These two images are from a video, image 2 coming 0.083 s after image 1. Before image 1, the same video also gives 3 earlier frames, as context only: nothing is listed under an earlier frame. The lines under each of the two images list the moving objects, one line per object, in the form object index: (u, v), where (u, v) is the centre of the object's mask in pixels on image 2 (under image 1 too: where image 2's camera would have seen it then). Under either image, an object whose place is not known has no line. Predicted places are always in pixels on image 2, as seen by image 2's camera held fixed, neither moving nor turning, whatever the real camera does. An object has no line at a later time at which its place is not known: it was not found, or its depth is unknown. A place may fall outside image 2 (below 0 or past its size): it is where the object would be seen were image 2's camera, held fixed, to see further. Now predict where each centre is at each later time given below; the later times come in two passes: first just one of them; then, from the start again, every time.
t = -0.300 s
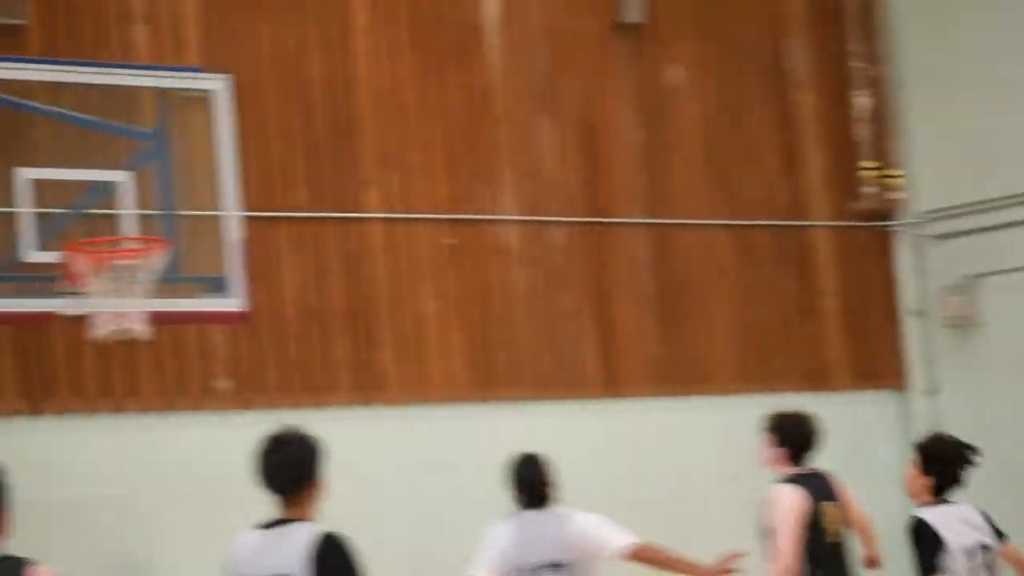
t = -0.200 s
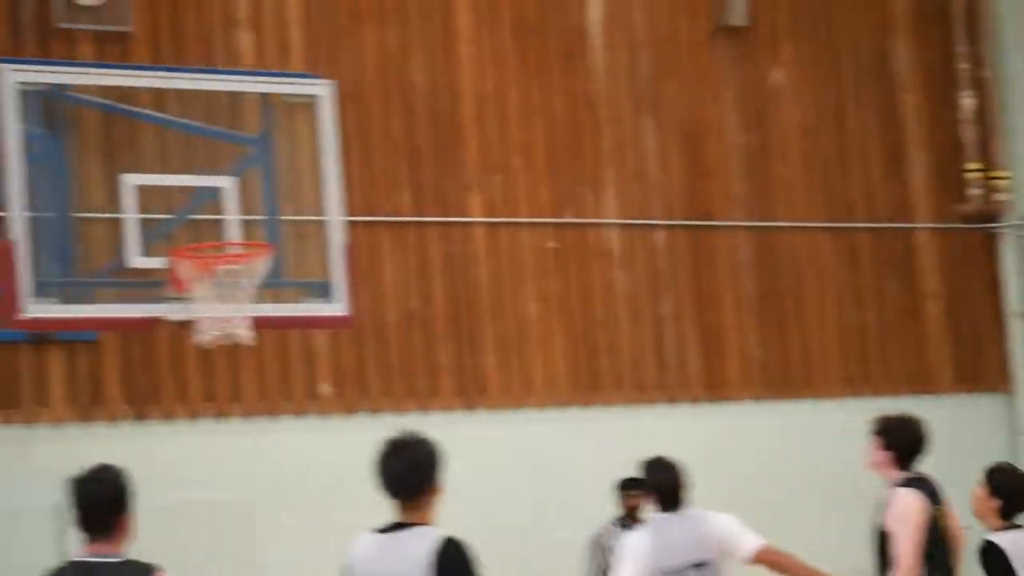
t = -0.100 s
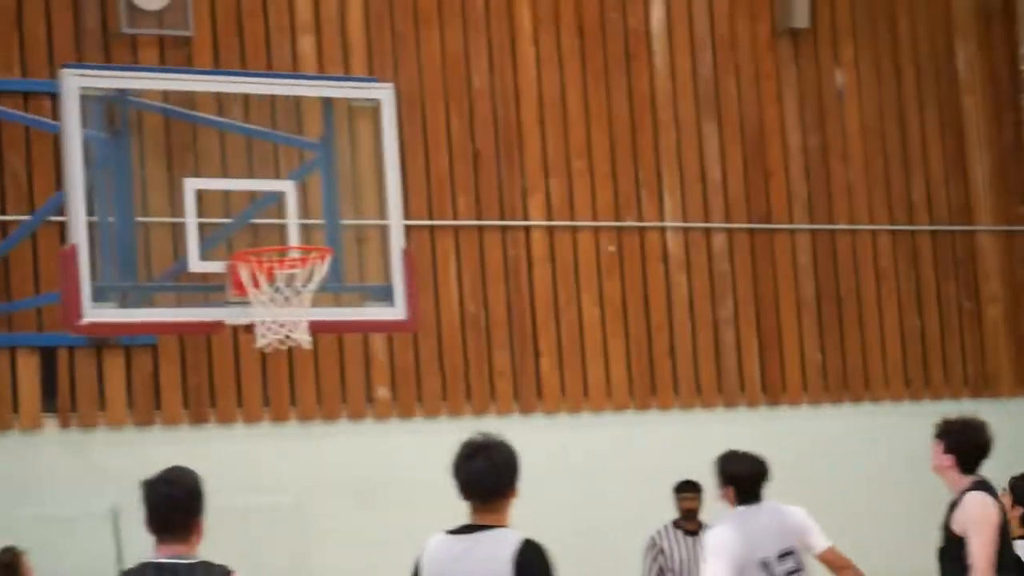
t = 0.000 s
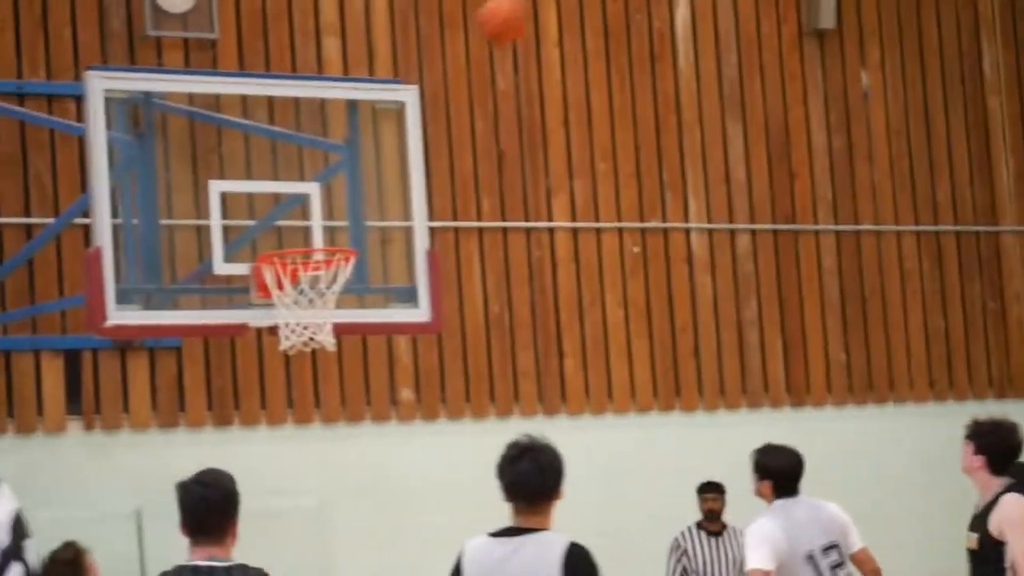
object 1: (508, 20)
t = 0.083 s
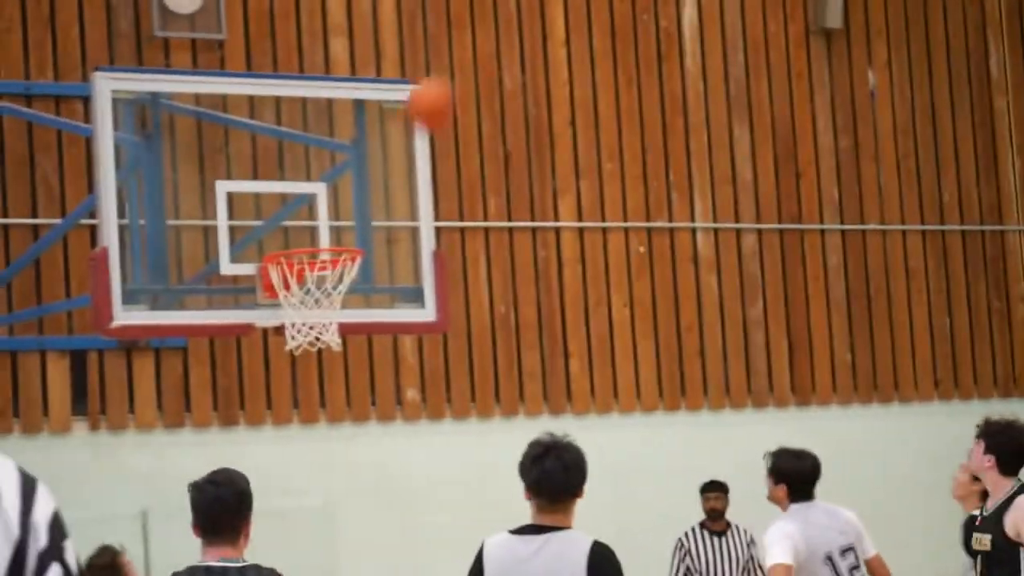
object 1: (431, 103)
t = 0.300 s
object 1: (261, 331)
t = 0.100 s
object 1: (412, 126)
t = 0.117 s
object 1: (396, 143)
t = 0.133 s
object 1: (382, 164)
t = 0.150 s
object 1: (366, 183)
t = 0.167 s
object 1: (351, 204)
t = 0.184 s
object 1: (337, 225)
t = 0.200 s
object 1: (320, 239)
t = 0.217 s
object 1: (310, 273)
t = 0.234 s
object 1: (286, 291)
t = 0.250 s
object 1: (276, 310)
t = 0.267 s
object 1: (270, 317)
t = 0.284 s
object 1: (266, 325)
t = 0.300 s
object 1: (261, 331)
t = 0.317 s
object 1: (255, 339)
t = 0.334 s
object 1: (251, 347)
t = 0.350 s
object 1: (246, 356)
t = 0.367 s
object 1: (243, 364)
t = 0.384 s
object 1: (236, 375)
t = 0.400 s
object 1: (232, 387)
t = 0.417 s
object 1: (228, 398)
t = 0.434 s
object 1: (223, 408)
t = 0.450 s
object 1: (219, 421)
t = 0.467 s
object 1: (213, 433)
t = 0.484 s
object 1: (209, 446)
